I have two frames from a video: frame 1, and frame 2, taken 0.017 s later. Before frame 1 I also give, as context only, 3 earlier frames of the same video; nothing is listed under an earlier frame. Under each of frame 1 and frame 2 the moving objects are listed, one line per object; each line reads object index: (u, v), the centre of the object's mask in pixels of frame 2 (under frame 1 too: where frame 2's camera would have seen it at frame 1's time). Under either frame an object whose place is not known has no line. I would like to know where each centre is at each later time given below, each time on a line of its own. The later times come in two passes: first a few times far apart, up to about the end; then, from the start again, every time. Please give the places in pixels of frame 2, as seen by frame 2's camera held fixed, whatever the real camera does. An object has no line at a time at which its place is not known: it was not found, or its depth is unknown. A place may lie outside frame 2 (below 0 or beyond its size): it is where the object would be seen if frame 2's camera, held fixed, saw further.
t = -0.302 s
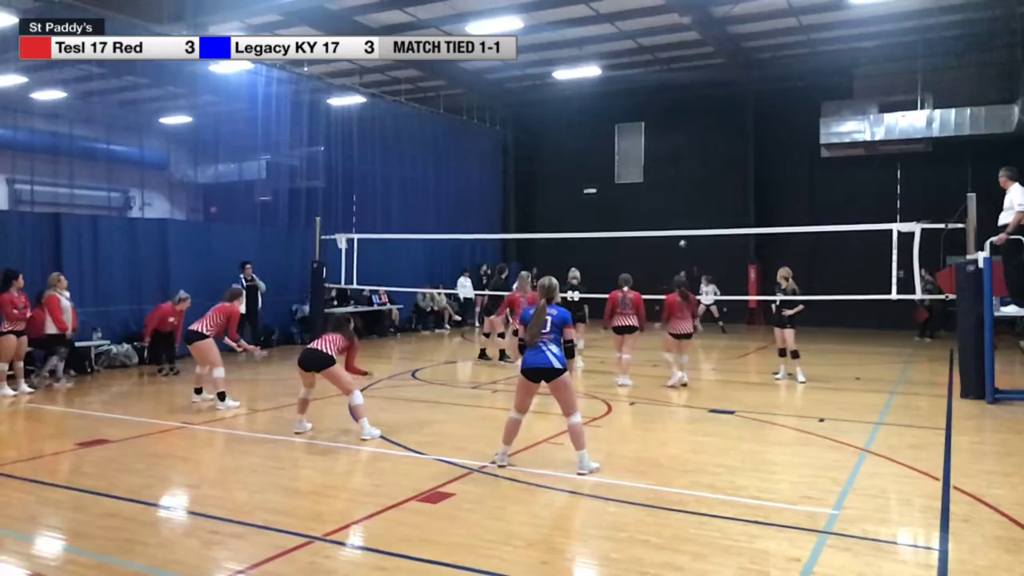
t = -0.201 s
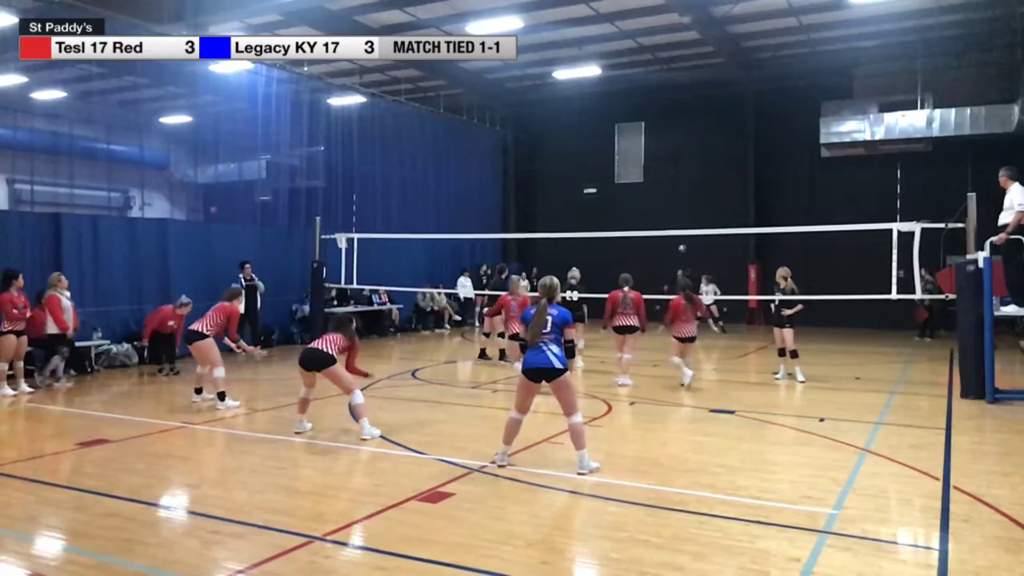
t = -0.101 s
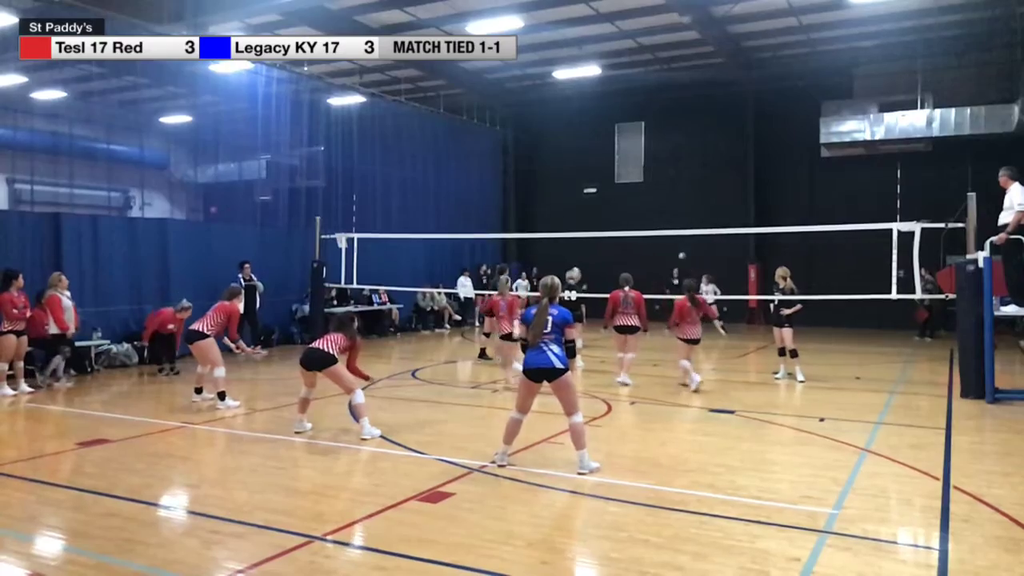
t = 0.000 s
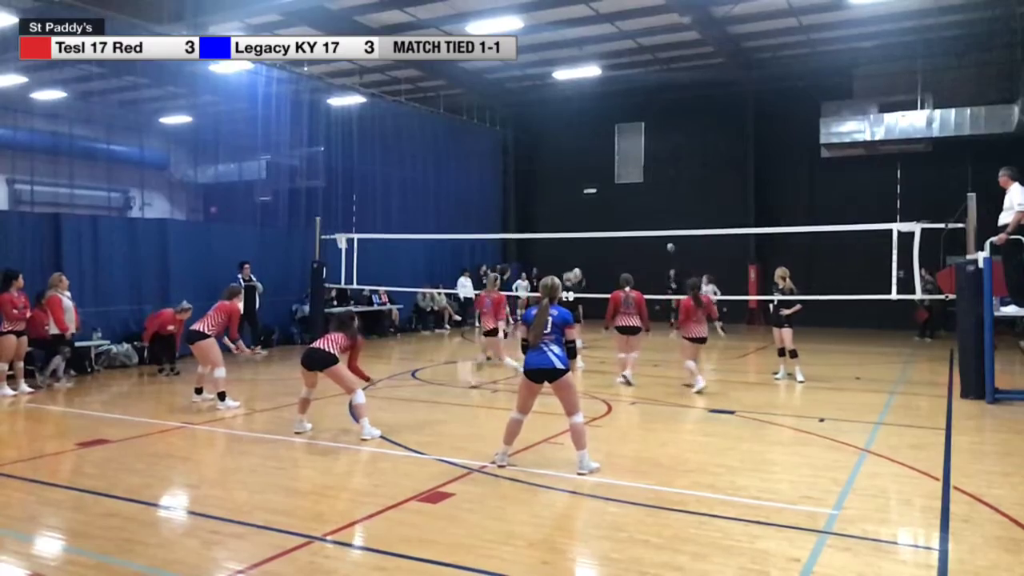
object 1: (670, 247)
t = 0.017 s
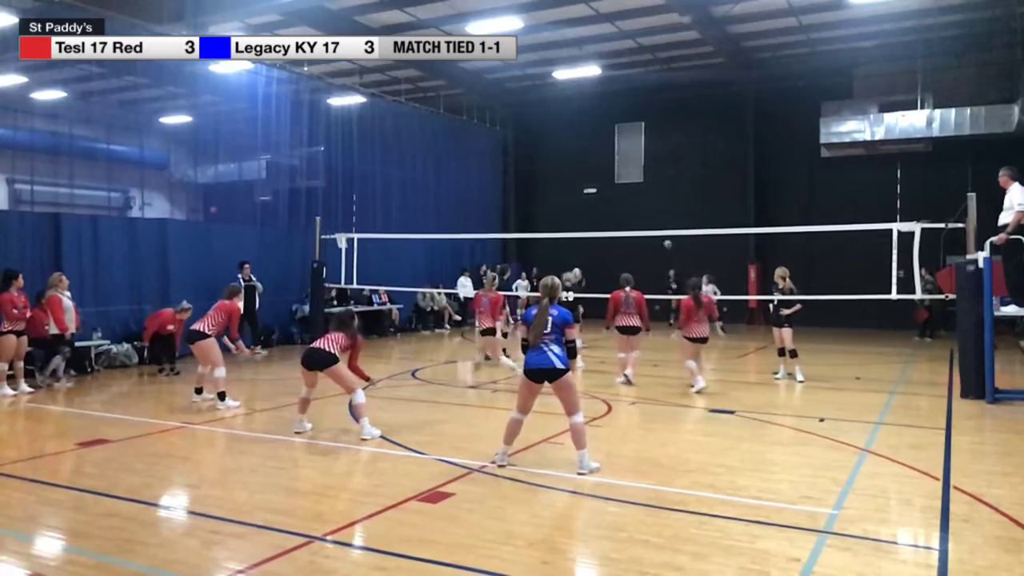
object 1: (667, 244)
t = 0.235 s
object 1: (625, 208)
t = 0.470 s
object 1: (565, 180)
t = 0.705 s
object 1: (484, 171)
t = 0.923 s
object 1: (380, 190)
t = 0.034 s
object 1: (664, 241)
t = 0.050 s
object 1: (661, 238)
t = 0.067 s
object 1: (659, 237)
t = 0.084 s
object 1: (655, 229)
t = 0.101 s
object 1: (652, 228)
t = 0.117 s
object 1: (649, 226)
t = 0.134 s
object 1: (646, 224)
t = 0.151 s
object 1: (643, 221)
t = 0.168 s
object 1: (639, 218)
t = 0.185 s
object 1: (635, 215)
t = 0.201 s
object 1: (632, 213)
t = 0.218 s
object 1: (629, 211)
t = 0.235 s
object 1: (625, 208)
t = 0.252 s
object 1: (621, 206)
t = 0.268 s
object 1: (617, 203)
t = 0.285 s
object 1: (613, 201)
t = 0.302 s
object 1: (609, 198)
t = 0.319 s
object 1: (605, 196)
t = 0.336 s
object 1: (601, 194)
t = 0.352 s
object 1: (596, 192)
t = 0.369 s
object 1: (592, 191)
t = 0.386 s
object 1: (589, 189)
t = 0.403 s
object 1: (584, 187)
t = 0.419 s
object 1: (579, 185)
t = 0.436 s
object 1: (575, 184)
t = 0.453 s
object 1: (570, 182)
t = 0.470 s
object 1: (565, 180)
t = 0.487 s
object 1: (560, 179)
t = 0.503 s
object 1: (555, 178)
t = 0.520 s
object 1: (549, 177)
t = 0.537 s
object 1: (544, 175)
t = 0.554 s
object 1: (538, 174)
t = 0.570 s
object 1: (533, 173)
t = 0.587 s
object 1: (527, 173)
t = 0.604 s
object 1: (522, 172)
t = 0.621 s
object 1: (515, 172)
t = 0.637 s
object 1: (509, 172)
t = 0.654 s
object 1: (503, 171)
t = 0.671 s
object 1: (497, 171)
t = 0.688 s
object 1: (490, 171)
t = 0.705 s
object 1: (484, 171)
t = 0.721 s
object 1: (477, 171)
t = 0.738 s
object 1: (470, 172)
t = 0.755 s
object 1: (463, 172)
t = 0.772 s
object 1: (455, 173)
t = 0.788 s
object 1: (448, 175)
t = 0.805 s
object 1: (440, 176)
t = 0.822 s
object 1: (432, 177)
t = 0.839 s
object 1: (424, 179)
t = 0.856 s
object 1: (416, 181)
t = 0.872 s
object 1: (407, 183)
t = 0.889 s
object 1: (398, 185)
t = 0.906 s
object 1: (389, 188)
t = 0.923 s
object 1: (380, 190)
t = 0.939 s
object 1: (370, 193)
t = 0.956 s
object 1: (360, 196)
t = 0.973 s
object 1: (350, 199)
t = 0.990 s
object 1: (340, 203)
